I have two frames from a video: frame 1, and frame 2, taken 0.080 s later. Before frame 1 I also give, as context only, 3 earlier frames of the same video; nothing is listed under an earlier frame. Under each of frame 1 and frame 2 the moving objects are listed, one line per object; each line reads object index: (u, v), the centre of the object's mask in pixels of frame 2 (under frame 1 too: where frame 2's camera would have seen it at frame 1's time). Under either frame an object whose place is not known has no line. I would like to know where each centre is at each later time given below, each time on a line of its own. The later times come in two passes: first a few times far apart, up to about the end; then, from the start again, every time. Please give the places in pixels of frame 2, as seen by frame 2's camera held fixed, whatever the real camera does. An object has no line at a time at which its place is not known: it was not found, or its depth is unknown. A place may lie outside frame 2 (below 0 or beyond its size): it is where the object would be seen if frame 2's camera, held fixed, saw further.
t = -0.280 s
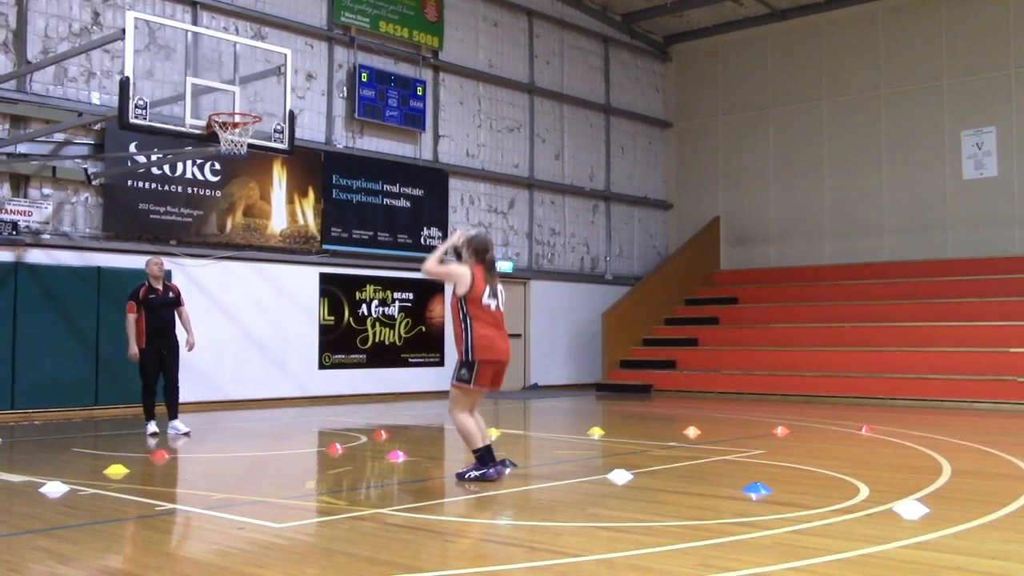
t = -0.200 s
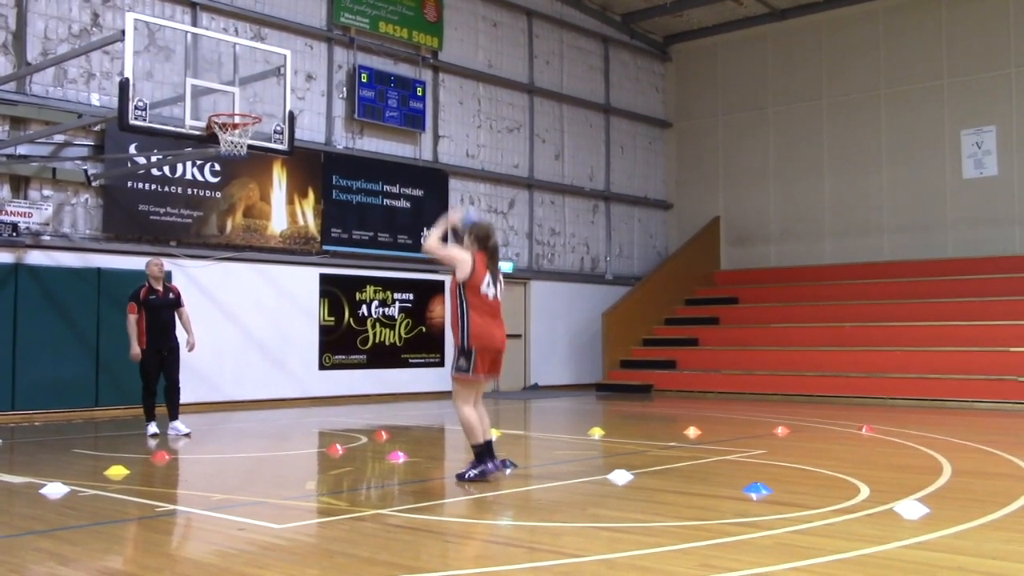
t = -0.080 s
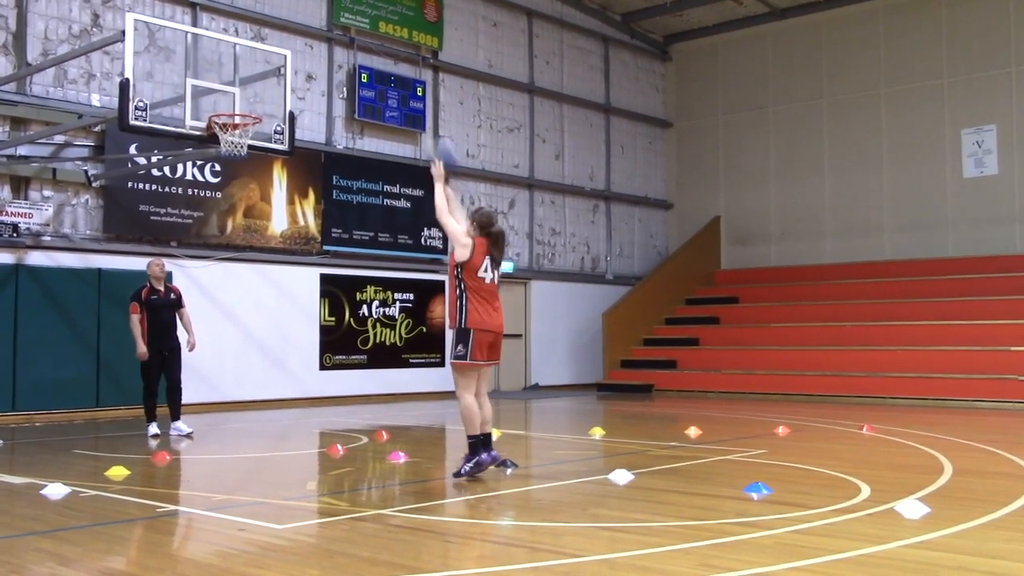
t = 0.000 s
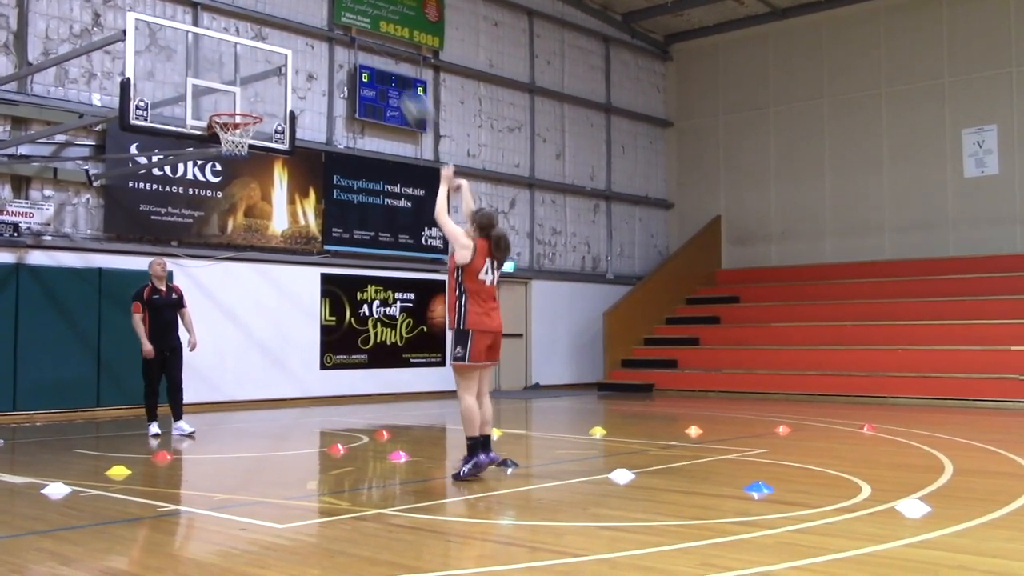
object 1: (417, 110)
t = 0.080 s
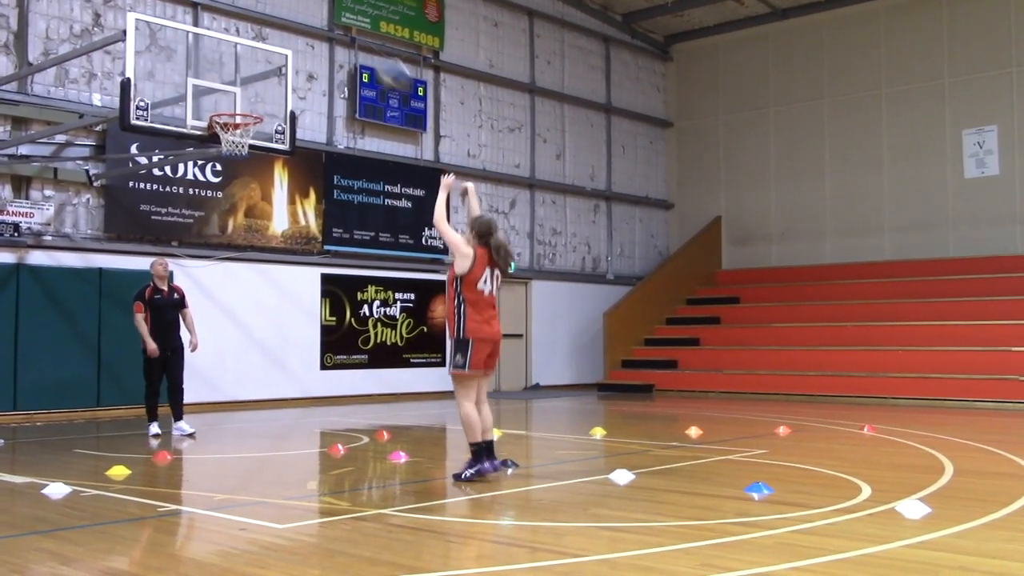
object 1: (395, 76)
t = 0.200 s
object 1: (358, 38)
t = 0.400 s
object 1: (310, 23)
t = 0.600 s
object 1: (266, 50)
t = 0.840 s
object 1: (238, 104)
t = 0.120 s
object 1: (384, 61)
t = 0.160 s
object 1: (370, 49)
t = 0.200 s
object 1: (358, 38)
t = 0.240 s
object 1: (348, 29)
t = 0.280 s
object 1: (340, 27)
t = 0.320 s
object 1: (330, 24)
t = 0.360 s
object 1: (321, 22)
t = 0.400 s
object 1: (310, 23)
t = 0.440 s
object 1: (301, 26)
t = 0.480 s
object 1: (292, 29)
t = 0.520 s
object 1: (283, 34)
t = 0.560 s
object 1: (275, 41)
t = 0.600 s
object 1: (266, 50)
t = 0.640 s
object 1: (259, 60)
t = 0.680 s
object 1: (251, 72)
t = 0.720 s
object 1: (244, 84)
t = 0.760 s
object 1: (235, 98)
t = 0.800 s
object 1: (229, 107)
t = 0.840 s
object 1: (238, 104)
